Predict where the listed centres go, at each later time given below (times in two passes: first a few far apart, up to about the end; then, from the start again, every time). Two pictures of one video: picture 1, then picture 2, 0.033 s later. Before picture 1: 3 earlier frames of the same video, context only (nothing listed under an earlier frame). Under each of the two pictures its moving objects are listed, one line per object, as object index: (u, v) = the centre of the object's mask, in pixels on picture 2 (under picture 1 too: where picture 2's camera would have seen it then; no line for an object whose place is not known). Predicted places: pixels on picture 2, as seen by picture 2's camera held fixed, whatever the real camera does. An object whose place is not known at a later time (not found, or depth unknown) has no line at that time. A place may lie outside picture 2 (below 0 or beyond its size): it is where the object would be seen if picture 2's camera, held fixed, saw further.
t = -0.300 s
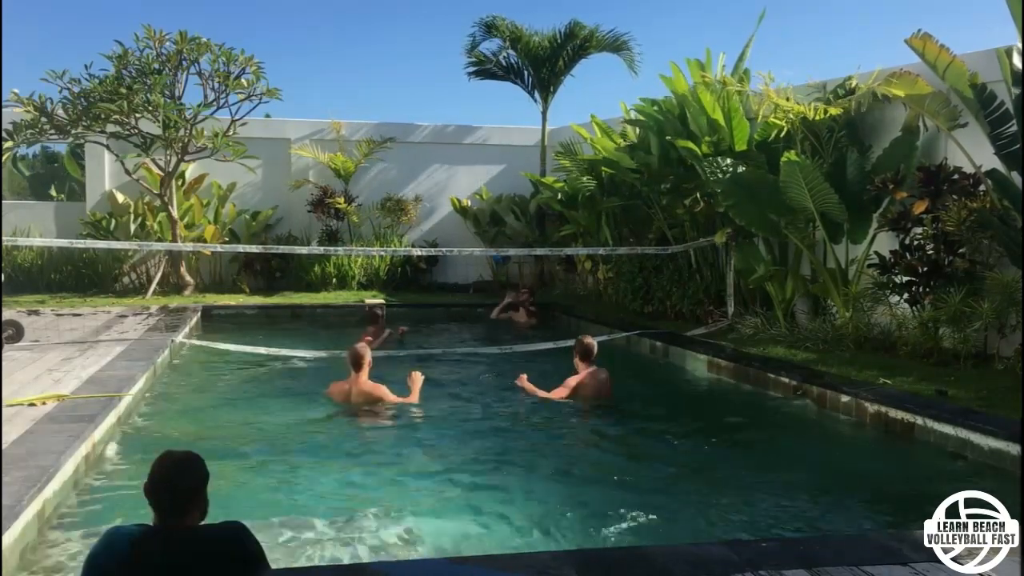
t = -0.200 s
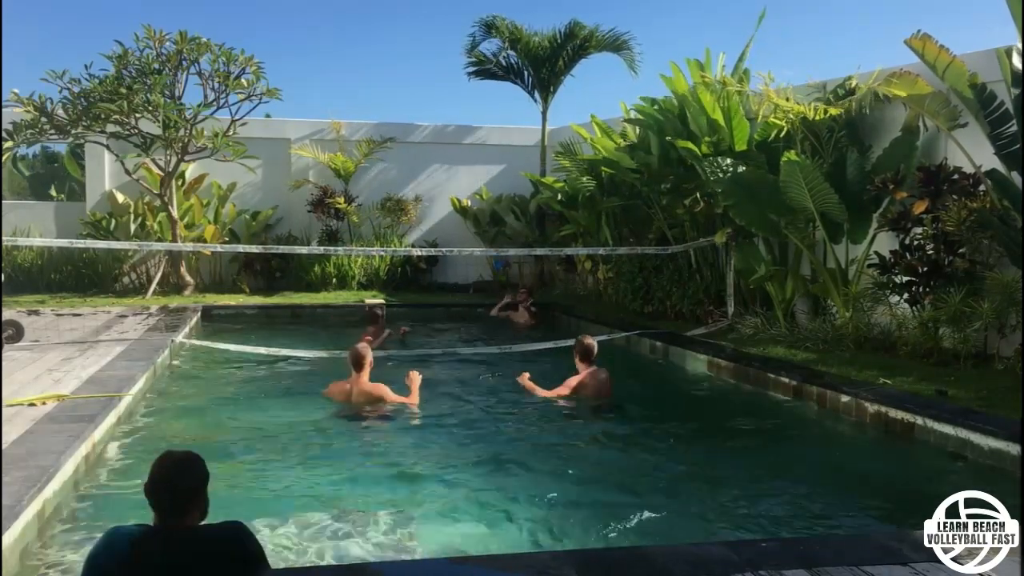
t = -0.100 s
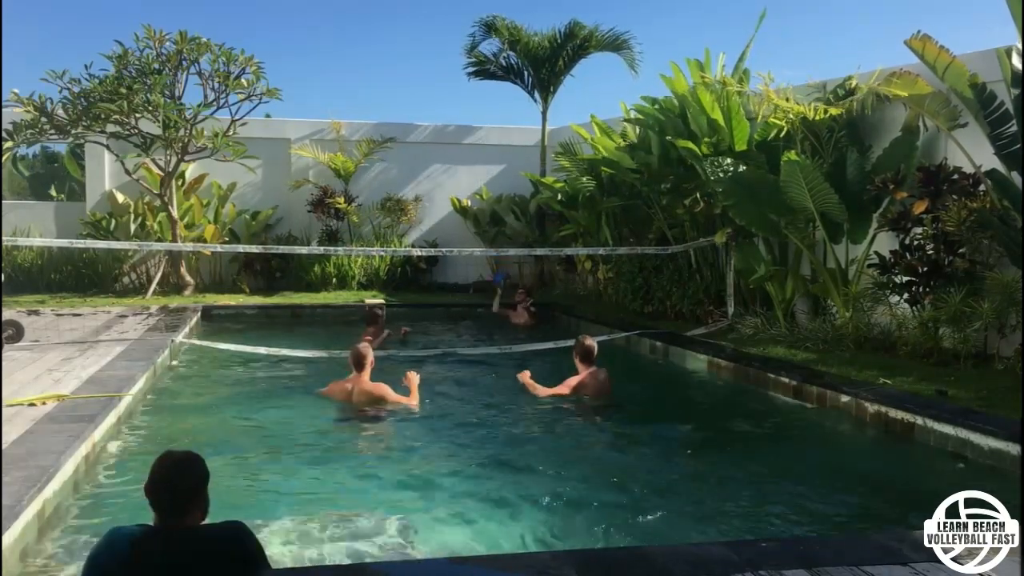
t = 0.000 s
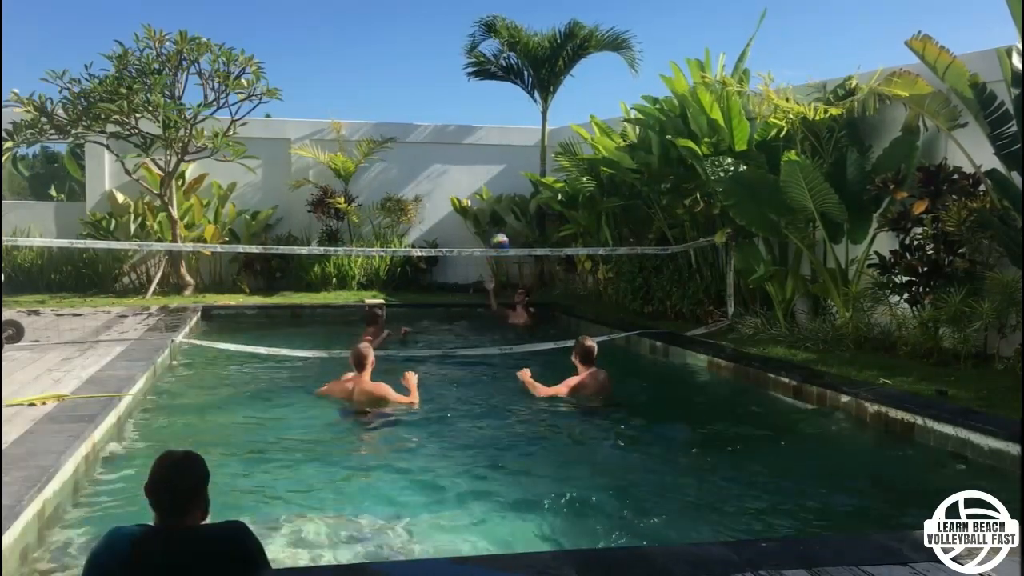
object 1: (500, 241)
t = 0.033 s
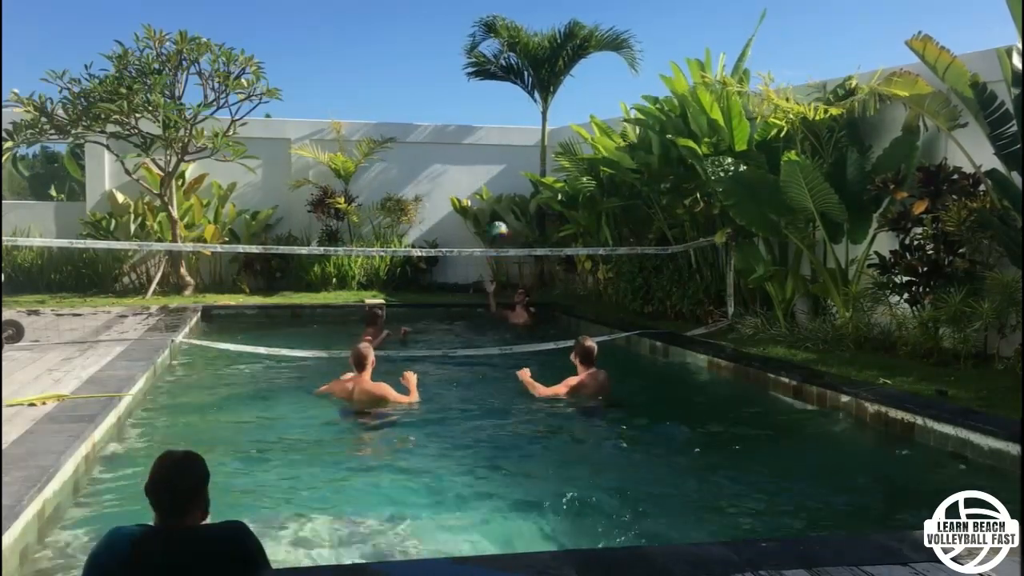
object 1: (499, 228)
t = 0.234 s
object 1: (489, 183)
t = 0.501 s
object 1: (473, 189)
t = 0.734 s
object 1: (465, 266)
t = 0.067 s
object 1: (498, 219)
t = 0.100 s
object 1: (495, 209)
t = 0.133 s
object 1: (495, 201)
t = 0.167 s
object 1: (493, 194)
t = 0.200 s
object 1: (491, 188)
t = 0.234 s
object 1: (489, 183)
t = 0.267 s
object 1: (487, 179)
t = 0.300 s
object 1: (486, 177)
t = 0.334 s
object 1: (484, 177)
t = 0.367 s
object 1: (481, 176)
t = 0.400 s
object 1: (479, 177)
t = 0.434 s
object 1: (477, 179)
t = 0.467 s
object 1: (474, 183)
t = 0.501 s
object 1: (473, 189)
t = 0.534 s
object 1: (471, 195)
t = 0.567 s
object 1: (470, 204)
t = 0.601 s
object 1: (468, 213)
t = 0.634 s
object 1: (467, 224)
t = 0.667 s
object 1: (466, 237)
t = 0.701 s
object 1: (466, 250)
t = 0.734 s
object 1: (465, 266)
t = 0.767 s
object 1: (464, 281)
